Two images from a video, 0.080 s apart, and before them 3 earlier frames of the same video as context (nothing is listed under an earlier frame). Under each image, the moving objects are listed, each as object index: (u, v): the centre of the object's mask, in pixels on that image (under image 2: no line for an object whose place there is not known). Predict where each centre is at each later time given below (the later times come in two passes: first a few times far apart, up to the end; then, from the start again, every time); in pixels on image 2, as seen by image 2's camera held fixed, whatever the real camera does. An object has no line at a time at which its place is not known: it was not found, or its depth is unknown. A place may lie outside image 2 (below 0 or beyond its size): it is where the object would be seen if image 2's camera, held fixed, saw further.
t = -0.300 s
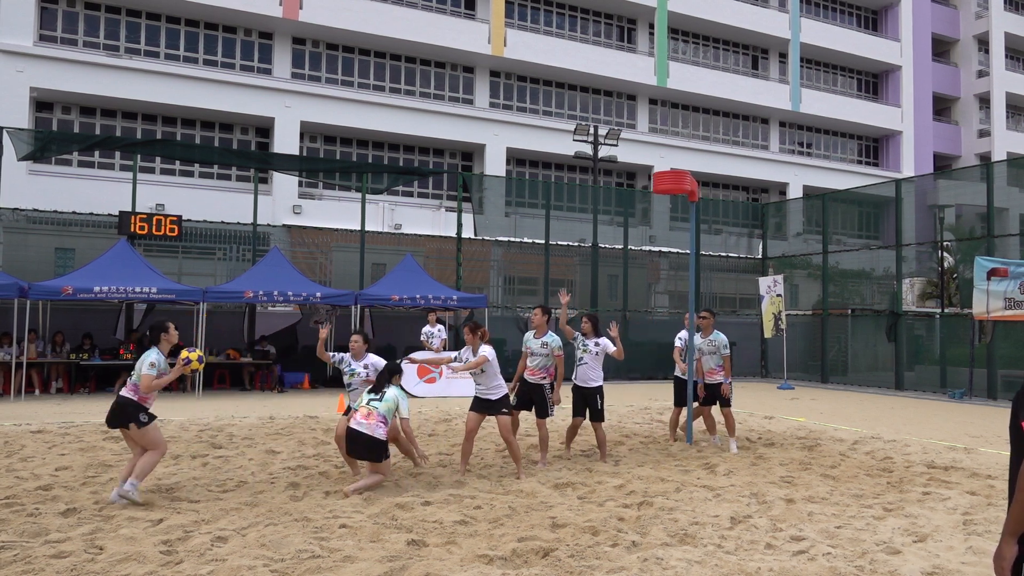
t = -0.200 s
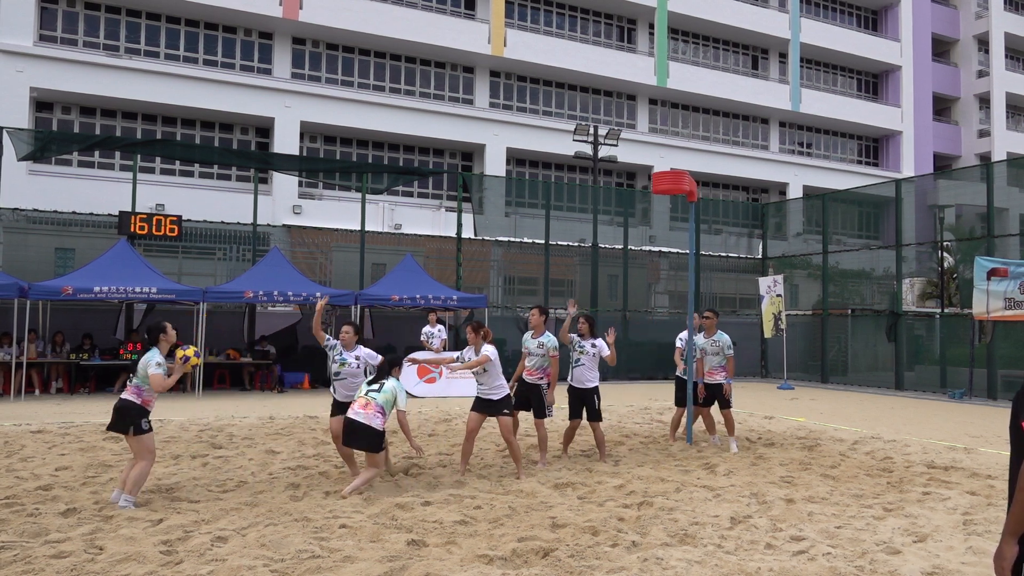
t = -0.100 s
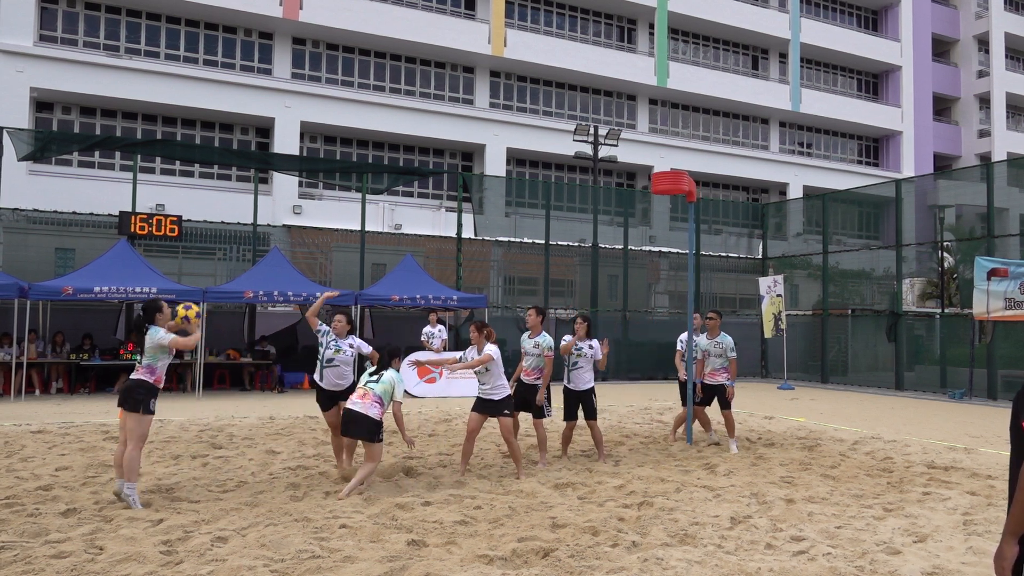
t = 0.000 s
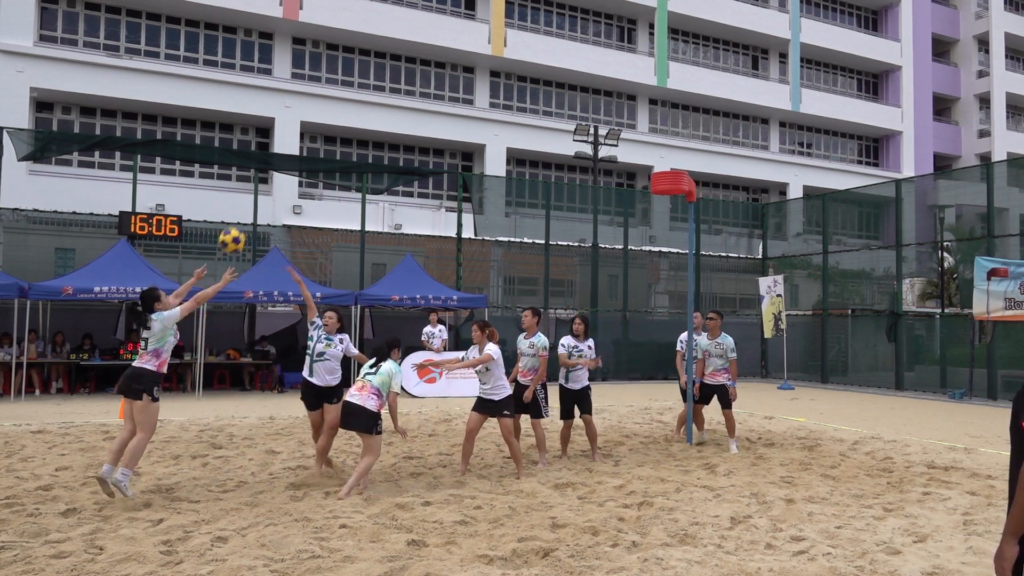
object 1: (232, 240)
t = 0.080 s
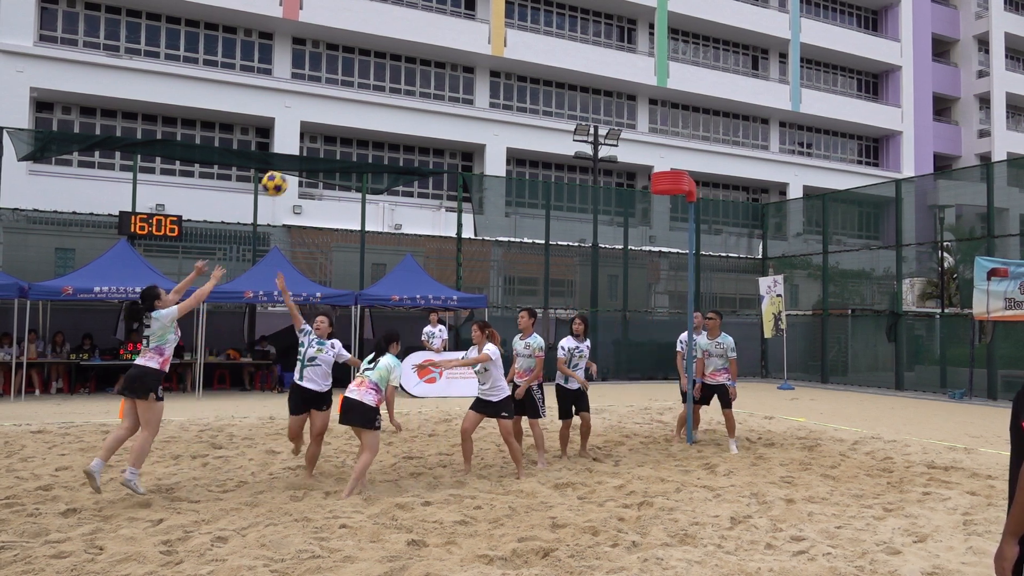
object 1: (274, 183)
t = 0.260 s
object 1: (358, 91)
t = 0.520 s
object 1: (456, 30)
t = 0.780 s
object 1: (536, 33)
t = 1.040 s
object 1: (602, 87)
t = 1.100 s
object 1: (616, 106)
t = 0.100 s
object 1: (285, 171)
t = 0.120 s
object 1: (294, 159)
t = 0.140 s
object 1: (304, 148)
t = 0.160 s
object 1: (313, 137)
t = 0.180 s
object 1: (323, 127)
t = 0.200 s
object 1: (332, 117)
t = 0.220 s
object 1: (341, 108)
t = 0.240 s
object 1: (349, 100)
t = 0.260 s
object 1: (358, 91)
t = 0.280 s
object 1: (366, 84)
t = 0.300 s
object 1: (374, 76)
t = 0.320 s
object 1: (383, 70)
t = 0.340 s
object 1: (390, 64)
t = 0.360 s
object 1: (399, 58)
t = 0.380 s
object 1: (406, 53)
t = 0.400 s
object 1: (414, 49)
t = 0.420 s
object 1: (421, 45)
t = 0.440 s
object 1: (428, 41)
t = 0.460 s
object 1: (435, 37)
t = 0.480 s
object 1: (443, 34)
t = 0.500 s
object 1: (449, 32)
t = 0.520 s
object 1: (456, 30)
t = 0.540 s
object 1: (463, 28)
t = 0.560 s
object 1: (470, 26)
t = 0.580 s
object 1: (476, 25)
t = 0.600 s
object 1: (483, 24)
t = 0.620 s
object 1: (489, 24)
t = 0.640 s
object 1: (495, 24)
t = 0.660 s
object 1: (502, 24)
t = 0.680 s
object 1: (508, 25)
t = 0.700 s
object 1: (514, 26)
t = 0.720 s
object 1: (519, 27)
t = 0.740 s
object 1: (525, 28)
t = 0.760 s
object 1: (531, 30)
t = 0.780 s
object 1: (536, 33)
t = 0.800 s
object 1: (542, 35)
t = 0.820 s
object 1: (547, 38)
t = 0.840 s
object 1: (552, 41)
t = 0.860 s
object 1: (558, 44)
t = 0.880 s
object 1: (563, 48)
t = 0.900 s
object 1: (568, 52)
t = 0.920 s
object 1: (573, 56)
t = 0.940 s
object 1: (578, 61)
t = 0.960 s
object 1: (583, 66)
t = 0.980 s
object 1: (588, 71)
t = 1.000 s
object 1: (593, 76)
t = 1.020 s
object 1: (598, 82)
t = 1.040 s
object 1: (602, 87)
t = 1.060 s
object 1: (607, 93)
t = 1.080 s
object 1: (612, 99)
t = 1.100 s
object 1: (616, 106)
